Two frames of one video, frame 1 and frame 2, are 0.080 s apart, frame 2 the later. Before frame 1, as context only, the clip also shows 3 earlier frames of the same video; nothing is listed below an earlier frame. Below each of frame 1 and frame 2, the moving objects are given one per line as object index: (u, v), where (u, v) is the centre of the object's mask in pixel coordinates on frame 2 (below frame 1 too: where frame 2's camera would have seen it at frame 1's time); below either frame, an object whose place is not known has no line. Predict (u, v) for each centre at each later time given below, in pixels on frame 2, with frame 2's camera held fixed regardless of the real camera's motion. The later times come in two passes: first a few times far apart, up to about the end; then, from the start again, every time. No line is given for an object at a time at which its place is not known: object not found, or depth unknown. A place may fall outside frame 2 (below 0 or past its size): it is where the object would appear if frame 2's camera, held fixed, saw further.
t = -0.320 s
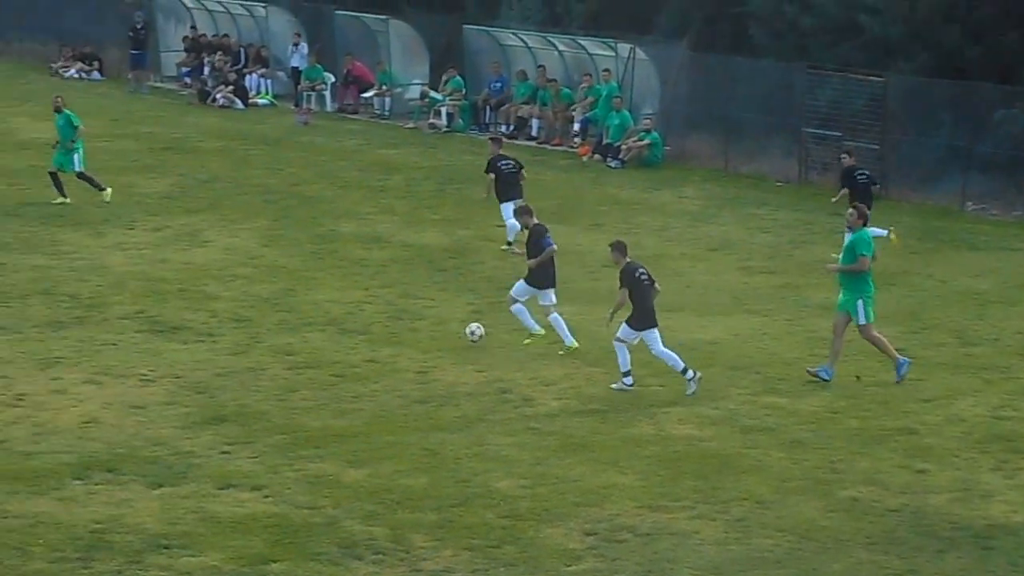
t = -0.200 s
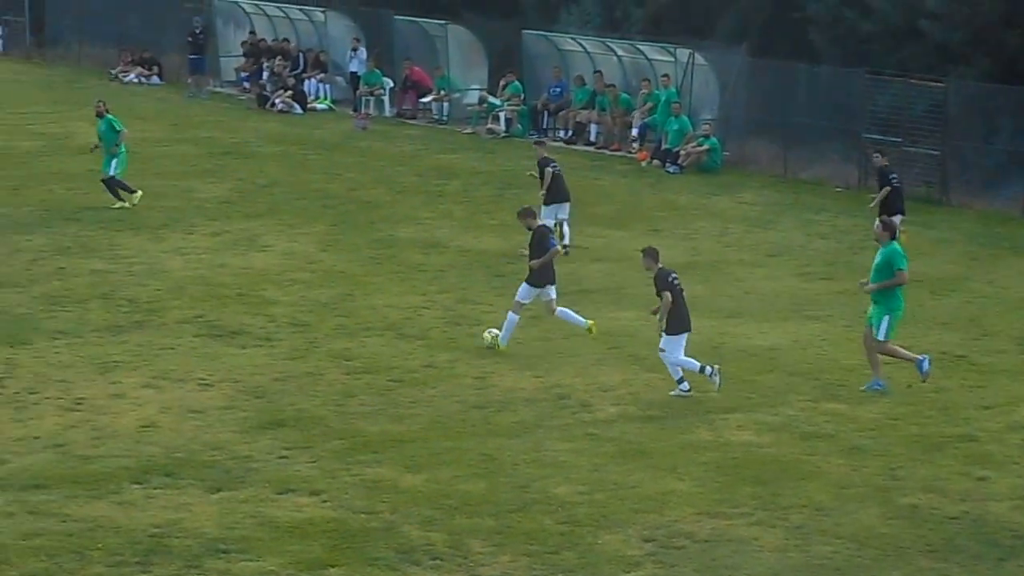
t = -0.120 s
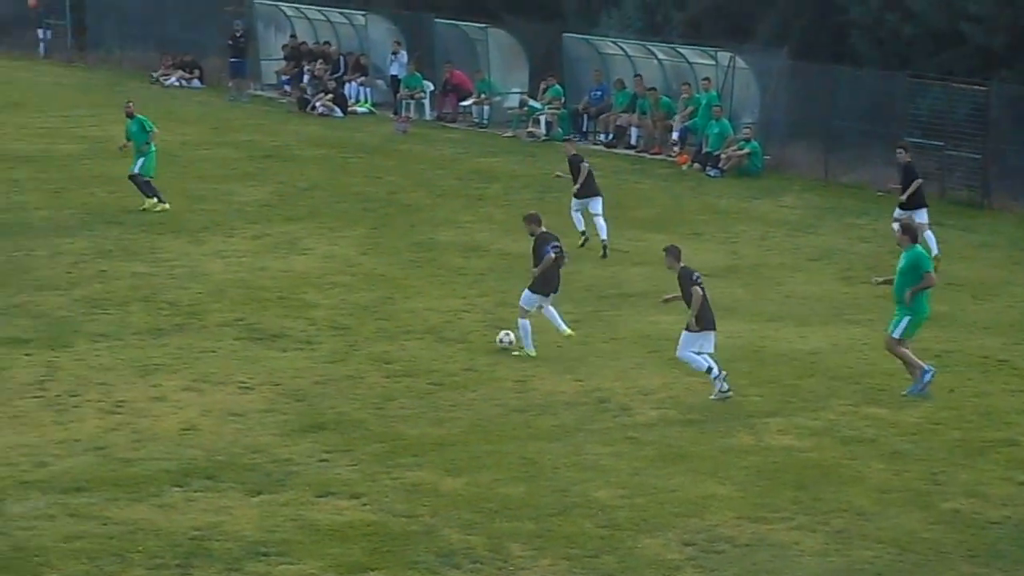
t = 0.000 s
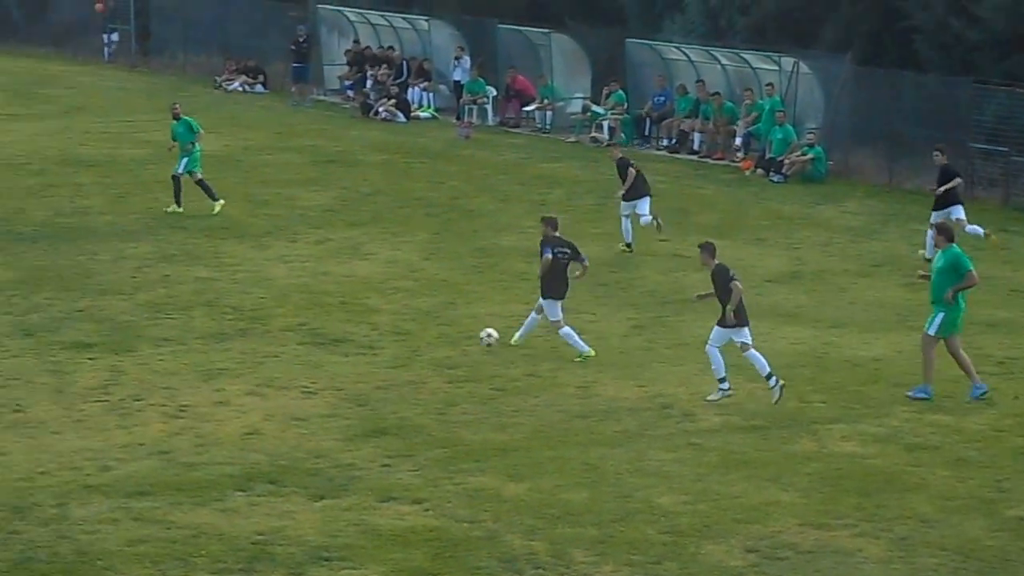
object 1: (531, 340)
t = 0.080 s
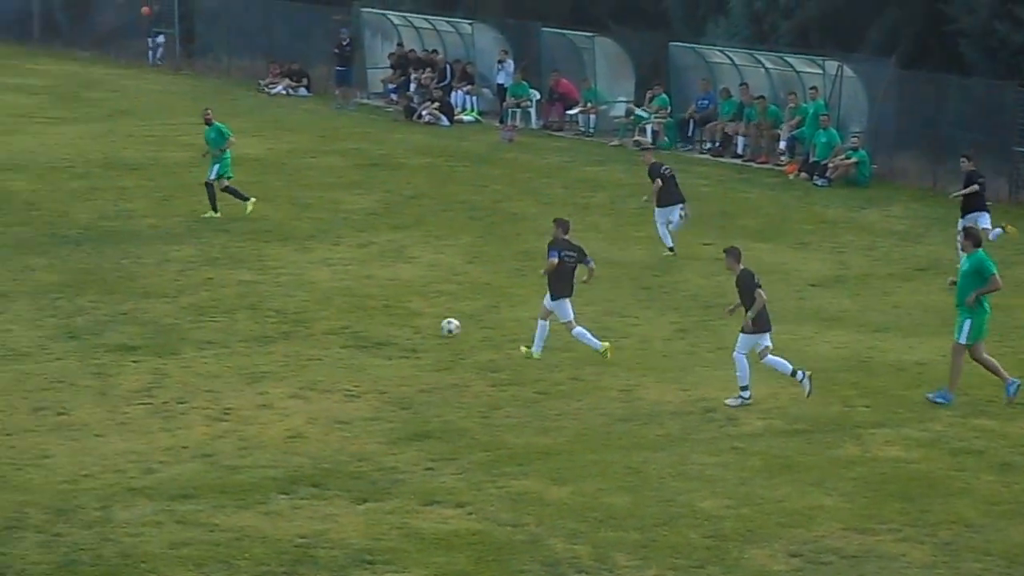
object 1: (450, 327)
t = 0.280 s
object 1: (257, 322)
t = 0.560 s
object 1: (55, 300)
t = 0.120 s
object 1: (410, 323)
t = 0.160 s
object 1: (371, 320)
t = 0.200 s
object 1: (333, 319)
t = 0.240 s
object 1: (295, 320)
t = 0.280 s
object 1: (257, 322)
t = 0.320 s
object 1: (225, 320)
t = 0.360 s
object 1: (196, 312)
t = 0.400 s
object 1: (167, 307)
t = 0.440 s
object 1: (140, 303)
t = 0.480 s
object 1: (110, 300)
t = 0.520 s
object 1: (83, 299)
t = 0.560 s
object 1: (55, 300)
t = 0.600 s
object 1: (28, 302)
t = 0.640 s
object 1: (1, 306)
